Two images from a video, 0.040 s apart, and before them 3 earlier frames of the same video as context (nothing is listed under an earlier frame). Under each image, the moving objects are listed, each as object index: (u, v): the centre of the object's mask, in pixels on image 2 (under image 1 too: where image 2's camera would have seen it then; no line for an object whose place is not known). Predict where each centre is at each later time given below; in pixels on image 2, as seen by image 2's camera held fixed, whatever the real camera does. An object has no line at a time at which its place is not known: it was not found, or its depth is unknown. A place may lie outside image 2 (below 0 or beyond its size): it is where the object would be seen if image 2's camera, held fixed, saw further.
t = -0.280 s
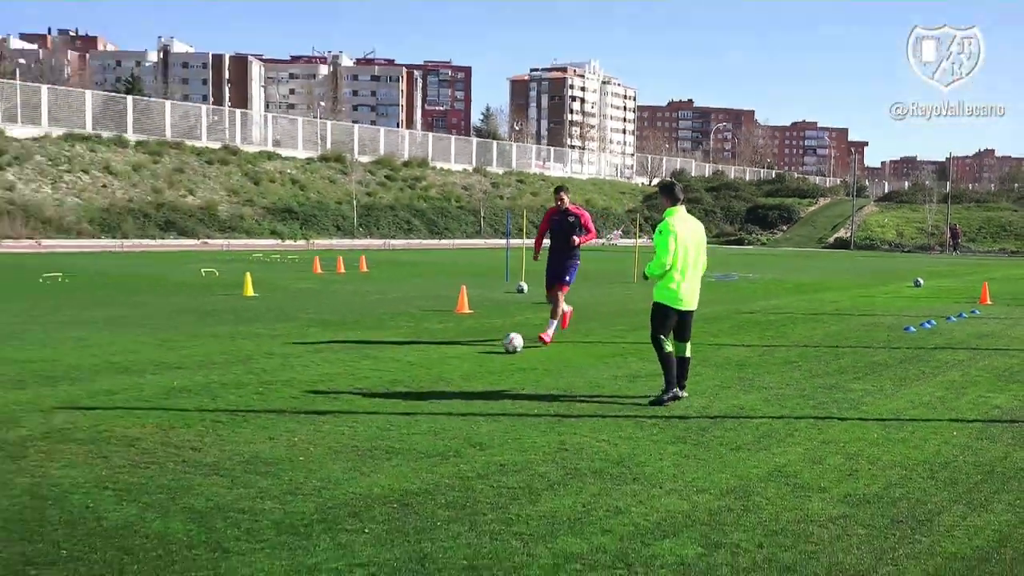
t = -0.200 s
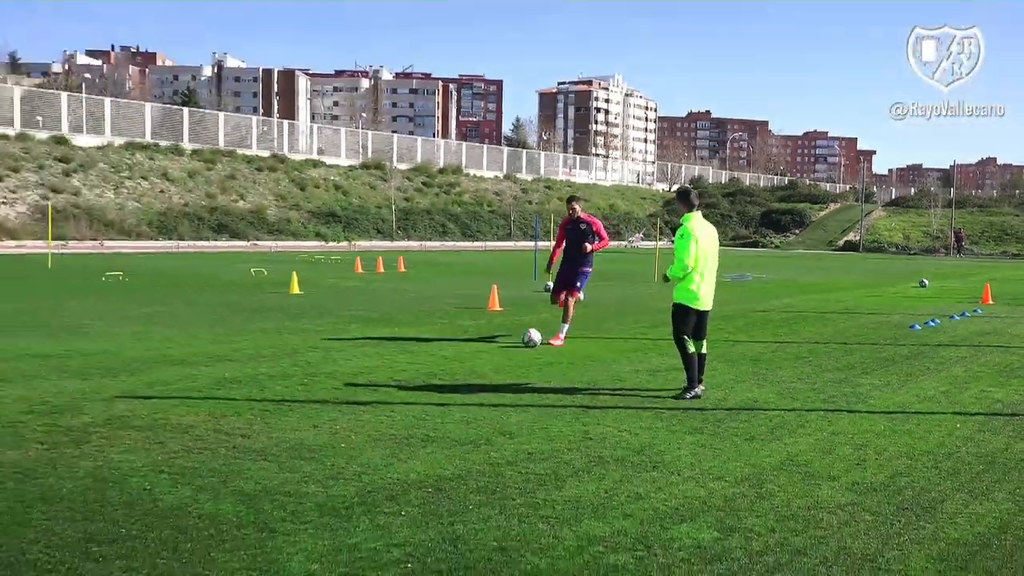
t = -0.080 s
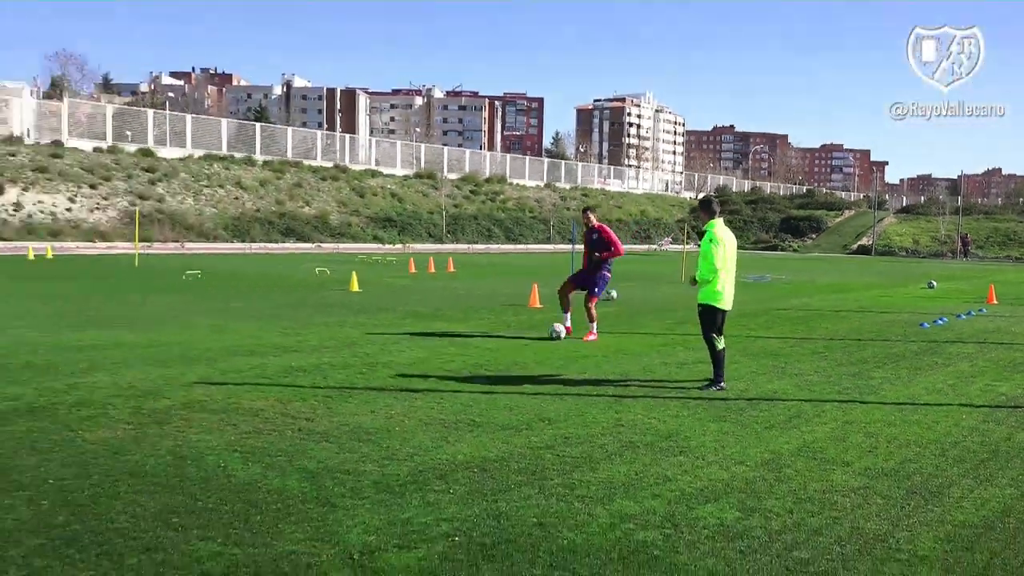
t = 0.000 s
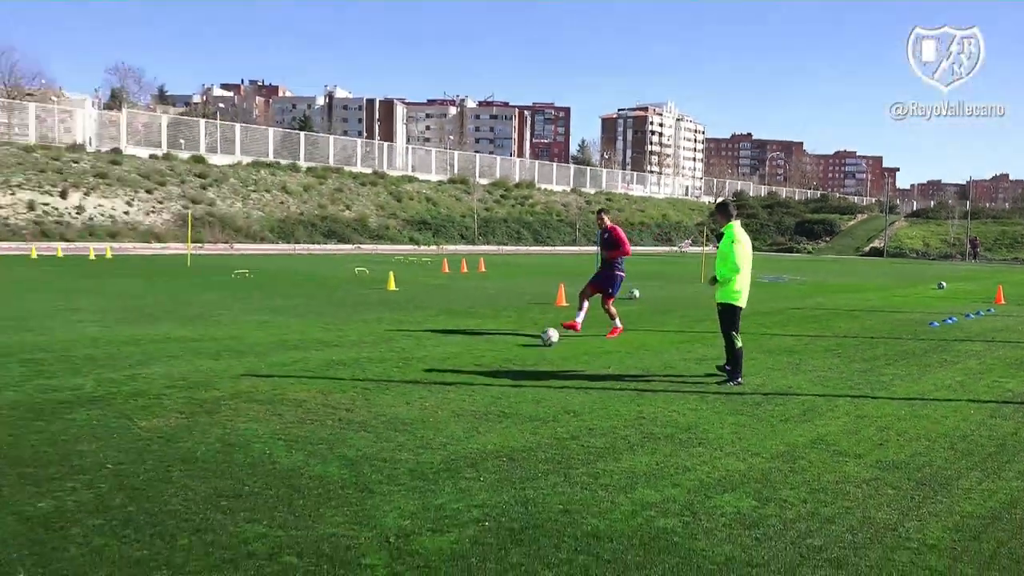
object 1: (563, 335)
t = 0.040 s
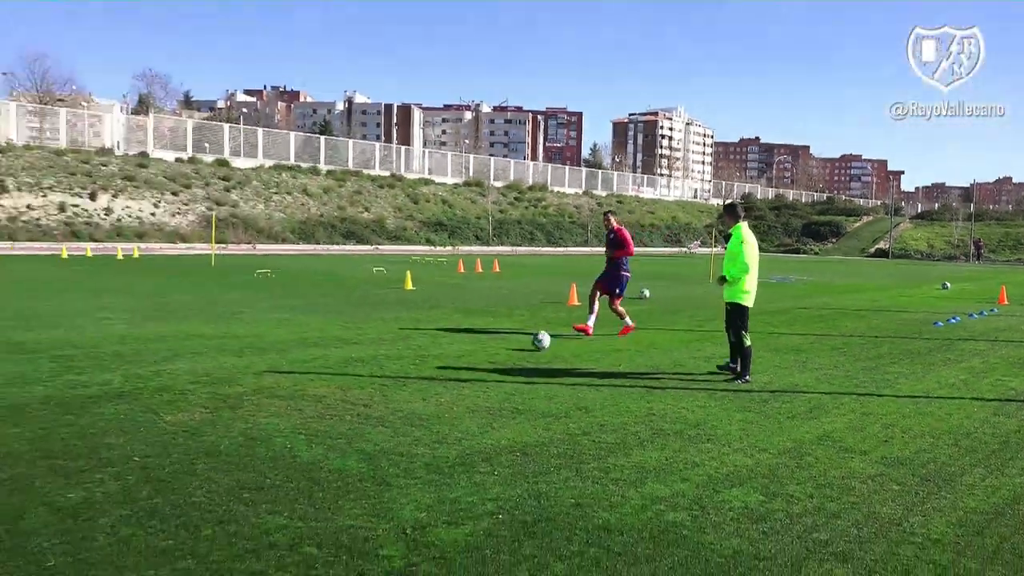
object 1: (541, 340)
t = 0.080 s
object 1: (517, 348)
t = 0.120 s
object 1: (490, 357)
